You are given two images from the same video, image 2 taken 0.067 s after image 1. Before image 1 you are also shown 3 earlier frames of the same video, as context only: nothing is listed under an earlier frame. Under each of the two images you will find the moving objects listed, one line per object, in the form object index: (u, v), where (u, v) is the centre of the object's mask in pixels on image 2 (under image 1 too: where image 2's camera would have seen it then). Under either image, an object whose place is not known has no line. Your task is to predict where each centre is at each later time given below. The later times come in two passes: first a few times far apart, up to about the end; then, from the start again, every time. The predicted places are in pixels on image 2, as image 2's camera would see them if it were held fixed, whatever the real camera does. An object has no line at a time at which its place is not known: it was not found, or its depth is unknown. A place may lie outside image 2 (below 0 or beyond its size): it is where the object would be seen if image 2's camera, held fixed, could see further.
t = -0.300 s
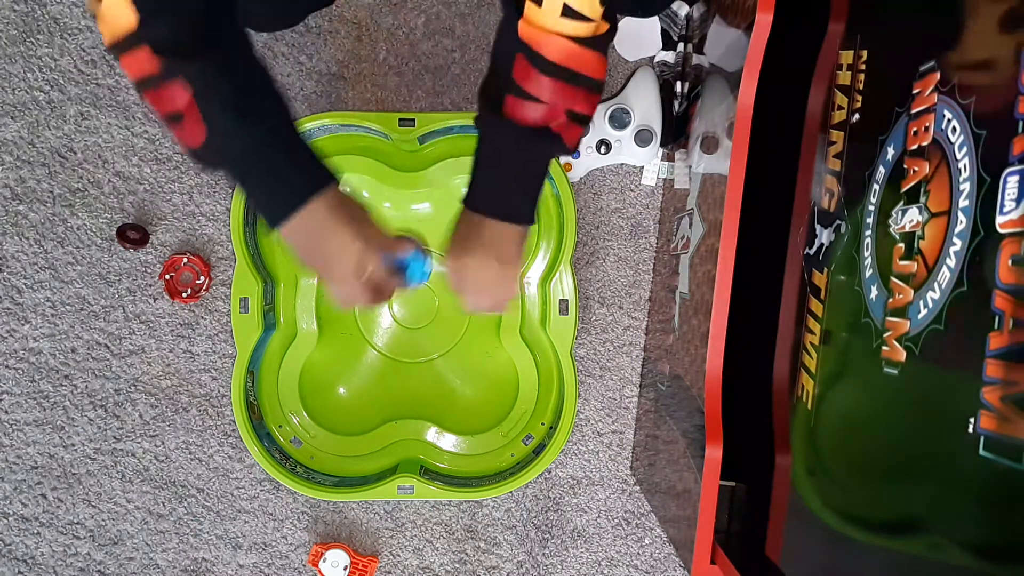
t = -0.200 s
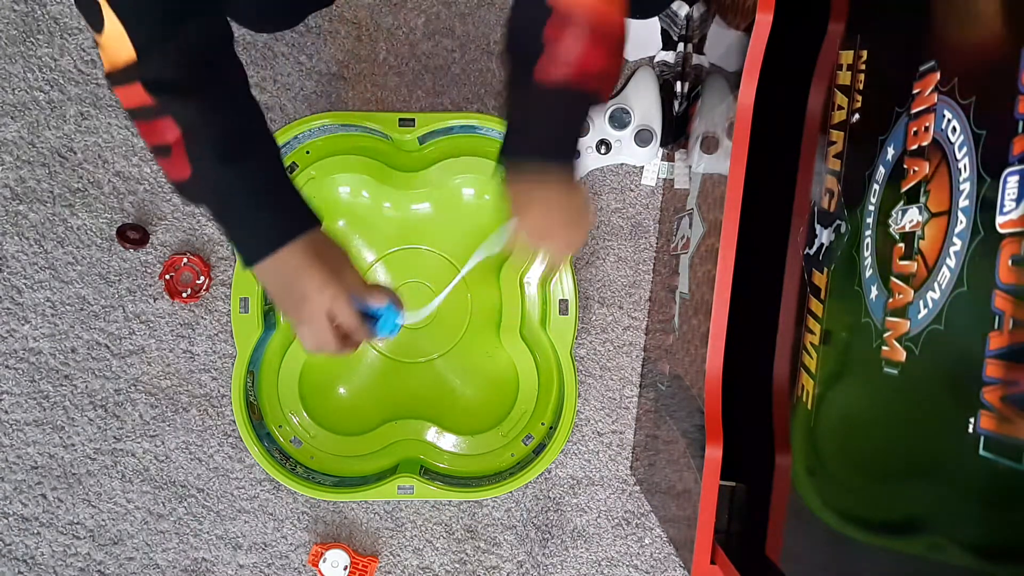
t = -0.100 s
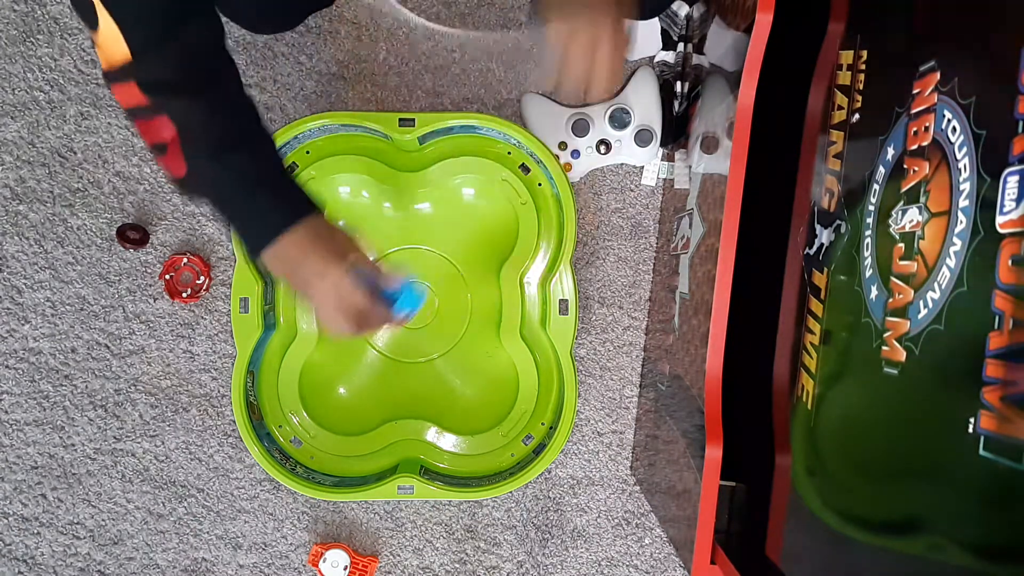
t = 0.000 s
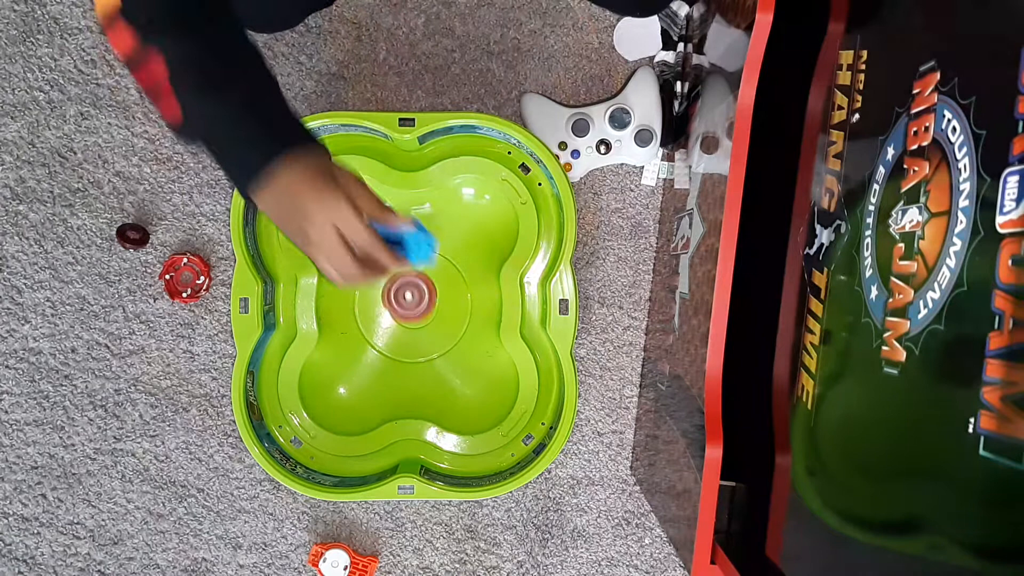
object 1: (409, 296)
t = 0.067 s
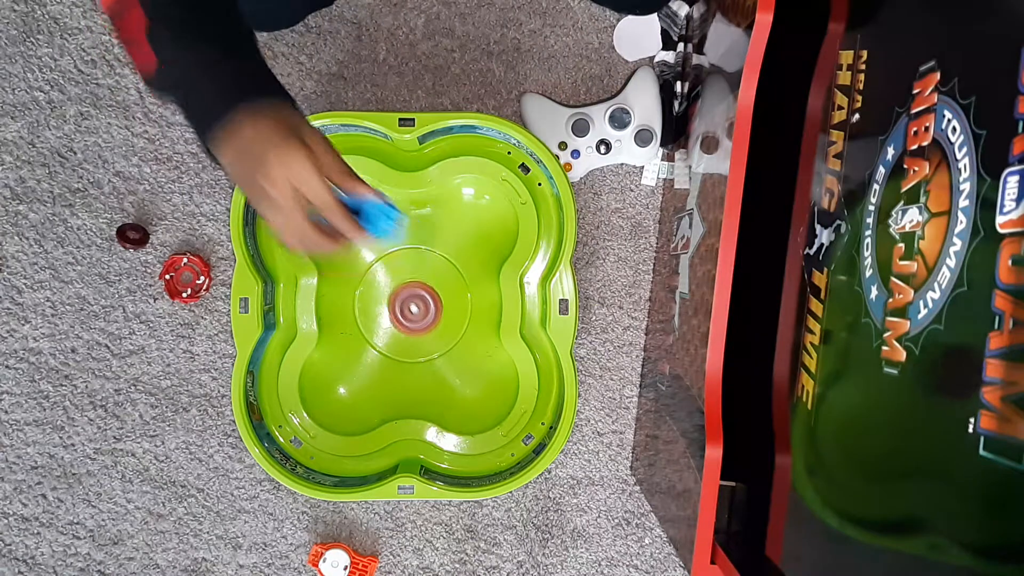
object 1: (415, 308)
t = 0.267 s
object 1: (435, 322)
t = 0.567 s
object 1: (418, 294)
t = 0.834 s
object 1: (396, 344)
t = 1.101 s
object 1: (437, 333)
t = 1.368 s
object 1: (388, 282)
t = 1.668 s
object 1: (389, 347)
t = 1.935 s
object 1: (443, 294)
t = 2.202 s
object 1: (406, 245)
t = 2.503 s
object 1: (378, 285)
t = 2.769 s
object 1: (447, 322)
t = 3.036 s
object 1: (435, 249)
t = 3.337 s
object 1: (384, 303)
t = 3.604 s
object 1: (430, 353)
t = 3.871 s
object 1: (440, 311)
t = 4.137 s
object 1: (383, 286)
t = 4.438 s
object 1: (395, 351)
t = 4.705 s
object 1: (440, 296)
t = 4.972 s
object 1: (400, 259)
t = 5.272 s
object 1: (393, 315)
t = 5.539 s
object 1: (448, 312)
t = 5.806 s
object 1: (424, 258)
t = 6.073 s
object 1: (383, 316)
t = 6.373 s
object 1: (437, 344)
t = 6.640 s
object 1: (429, 286)
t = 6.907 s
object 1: (377, 293)
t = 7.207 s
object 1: (418, 328)
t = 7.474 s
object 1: (435, 267)
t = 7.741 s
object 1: (392, 276)
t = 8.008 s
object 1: (413, 326)
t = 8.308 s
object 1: (439, 298)
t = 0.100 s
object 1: (420, 314)
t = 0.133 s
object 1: (424, 318)
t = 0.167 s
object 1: (426, 320)
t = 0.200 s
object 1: (429, 322)
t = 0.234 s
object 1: (433, 323)
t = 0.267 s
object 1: (435, 322)
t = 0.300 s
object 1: (438, 321)
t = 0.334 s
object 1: (438, 319)
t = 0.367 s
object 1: (438, 316)
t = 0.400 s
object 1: (438, 312)
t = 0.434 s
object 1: (437, 307)
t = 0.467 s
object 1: (434, 303)
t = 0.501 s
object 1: (430, 299)
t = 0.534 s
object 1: (424, 295)
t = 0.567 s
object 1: (418, 294)
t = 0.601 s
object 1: (410, 296)
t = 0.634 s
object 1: (403, 300)
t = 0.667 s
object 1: (397, 306)
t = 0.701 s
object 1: (393, 315)
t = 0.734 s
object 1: (392, 323)
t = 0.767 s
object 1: (392, 332)
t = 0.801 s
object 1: (394, 339)
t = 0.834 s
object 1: (396, 344)
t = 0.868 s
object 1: (401, 346)
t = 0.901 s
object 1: (407, 344)
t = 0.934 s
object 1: (414, 343)
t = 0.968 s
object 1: (422, 342)
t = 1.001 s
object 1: (430, 341)
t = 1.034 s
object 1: (435, 340)
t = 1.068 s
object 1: (437, 337)
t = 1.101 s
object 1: (437, 333)
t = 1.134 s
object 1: (435, 326)
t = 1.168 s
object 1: (433, 318)
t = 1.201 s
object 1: (429, 308)
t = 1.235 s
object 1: (424, 299)
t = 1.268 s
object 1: (417, 292)
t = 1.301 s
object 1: (409, 286)
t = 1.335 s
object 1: (398, 283)
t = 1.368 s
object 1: (388, 282)
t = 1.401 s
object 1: (381, 284)
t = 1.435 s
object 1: (376, 288)
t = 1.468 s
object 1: (372, 295)
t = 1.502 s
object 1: (371, 303)
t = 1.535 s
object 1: (372, 313)
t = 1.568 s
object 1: (375, 325)
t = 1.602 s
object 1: (379, 336)
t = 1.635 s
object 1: (383, 343)
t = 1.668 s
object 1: (389, 347)
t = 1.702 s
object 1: (395, 348)
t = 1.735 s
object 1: (403, 345)
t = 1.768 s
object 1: (411, 339)
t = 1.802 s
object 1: (422, 332)
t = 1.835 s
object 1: (431, 326)
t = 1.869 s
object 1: (438, 316)
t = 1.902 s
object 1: (442, 306)
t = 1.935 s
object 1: (443, 294)
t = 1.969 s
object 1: (442, 281)
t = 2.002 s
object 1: (440, 269)
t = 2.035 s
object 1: (436, 257)
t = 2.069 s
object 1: (431, 249)
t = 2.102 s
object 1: (426, 245)
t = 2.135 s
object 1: (420, 244)
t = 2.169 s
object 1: (413, 245)
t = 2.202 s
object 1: (406, 245)
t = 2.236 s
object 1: (397, 246)
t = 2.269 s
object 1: (388, 247)
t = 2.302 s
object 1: (378, 248)
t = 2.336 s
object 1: (370, 250)
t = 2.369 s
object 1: (366, 253)
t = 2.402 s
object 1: (365, 259)
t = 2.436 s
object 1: (367, 267)
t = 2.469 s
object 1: (371, 275)
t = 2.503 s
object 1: (378, 285)
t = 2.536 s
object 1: (385, 297)
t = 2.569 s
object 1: (392, 308)
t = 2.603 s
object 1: (400, 317)
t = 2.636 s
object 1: (411, 324)
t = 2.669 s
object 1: (421, 327)
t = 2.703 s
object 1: (431, 328)
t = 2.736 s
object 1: (440, 326)
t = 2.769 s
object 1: (447, 322)
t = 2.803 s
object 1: (451, 316)
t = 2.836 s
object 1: (454, 308)
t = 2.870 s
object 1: (454, 299)
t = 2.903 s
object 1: (452, 287)
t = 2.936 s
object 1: (449, 274)
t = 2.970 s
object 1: (445, 263)
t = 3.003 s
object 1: (441, 255)
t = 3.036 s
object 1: (435, 249)
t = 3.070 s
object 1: (429, 247)
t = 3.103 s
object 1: (424, 247)
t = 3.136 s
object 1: (419, 251)
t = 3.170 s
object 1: (413, 258)
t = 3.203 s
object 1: (406, 266)
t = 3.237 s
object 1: (397, 274)
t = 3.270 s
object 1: (390, 282)
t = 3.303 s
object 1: (385, 291)
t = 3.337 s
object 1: (384, 303)
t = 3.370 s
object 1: (385, 315)
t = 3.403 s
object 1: (388, 327)
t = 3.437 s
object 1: (392, 338)
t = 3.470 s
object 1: (397, 346)
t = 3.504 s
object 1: (403, 350)
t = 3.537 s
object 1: (410, 351)
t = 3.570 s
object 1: (420, 352)
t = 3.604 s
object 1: (430, 353)
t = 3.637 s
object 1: (441, 353)
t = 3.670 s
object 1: (449, 352)
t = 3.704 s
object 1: (453, 349)
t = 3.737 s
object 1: (455, 344)
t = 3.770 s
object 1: (454, 337)
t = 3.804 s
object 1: (450, 330)
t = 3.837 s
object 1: (445, 321)
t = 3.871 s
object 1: (440, 311)
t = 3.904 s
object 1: (435, 301)
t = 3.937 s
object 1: (428, 293)
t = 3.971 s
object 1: (421, 286)
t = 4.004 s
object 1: (414, 282)
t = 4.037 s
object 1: (407, 280)
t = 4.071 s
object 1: (399, 281)
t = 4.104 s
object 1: (390, 282)
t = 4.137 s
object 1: (383, 286)
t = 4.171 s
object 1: (378, 293)
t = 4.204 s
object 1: (375, 301)
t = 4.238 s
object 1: (373, 311)
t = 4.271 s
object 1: (374, 322)
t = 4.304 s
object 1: (376, 333)
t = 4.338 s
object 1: (379, 342)
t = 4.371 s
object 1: (383, 349)
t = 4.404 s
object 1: (388, 352)
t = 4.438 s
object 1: (395, 351)
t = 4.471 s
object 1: (402, 348)
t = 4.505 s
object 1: (410, 342)
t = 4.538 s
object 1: (420, 336)
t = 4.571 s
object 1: (428, 332)
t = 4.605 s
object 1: (435, 325)
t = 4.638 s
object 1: (438, 317)
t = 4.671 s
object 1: (440, 307)
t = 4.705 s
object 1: (440, 296)
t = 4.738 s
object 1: (438, 284)
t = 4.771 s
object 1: (435, 273)
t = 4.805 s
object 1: (432, 264)
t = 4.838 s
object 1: (427, 259)
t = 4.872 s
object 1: (422, 256)
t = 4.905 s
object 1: (416, 257)
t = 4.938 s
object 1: (408, 258)
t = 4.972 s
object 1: (400, 259)
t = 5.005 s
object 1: (390, 261)
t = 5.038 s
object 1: (381, 262)
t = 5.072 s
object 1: (376, 265)
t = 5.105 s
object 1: (374, 270)
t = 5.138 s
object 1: (374, 277)
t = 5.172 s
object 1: (377, 285)
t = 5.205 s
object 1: (382, 295)
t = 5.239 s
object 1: (387, 306)
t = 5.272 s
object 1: (393, 315)
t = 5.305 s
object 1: (400, 323)
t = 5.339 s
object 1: (408, 327)
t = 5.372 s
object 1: (417, 329)
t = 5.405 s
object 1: (425, 330)
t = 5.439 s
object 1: (433, 328)
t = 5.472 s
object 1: (440, 325)
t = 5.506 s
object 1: (445, 319)
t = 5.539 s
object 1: (448, 312)
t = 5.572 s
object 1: (450, 304)
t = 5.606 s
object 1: (450, 294)
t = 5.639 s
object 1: (448, 285)
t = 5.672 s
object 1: (445, 274)
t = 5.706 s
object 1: (442, 266)
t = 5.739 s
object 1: (437, 260)
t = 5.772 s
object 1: (431, 258)
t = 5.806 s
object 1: (424, 258)
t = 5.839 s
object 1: (418, 261)
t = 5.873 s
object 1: (410, 268)
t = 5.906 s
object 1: (400, 274)
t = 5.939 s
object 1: (392, 279)
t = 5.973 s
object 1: (386, 285)
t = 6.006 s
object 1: (383, 295)
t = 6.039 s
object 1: (382, 306)
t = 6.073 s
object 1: (383, 316)
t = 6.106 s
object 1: (386, 327)
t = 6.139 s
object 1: (389, 337)
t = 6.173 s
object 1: (393, 344)
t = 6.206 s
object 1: (399, 347)
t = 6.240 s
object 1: (405, 347)
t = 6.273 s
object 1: (413, 346)
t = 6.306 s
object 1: (421, 345)
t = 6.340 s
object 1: (430, 344)
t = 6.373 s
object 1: (437, 344)
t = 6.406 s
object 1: (442, 341)
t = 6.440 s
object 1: (444, 336)
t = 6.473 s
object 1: (445, 330)
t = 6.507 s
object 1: (444, 321)
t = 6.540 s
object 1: (442, 312)
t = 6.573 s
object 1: (439, 302)
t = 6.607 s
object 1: (435, 293)
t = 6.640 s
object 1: (429, 286)
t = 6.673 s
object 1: (423, 281)
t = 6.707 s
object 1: (414, 279)
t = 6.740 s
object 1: (405, 278)
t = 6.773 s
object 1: (396, 277)
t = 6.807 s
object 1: (388, 278)
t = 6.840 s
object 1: (383, 281)
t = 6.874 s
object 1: (379, 286)
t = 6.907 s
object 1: (377, 293)
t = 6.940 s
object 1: (377, 301)
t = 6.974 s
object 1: (378, 309)
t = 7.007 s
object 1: (381, 318)
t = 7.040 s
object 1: (384, 325)
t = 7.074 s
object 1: (389, 331)
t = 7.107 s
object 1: (395, 333)
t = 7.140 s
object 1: (401, 334)
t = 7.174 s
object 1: (409, 332)
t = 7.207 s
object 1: (418, 328)
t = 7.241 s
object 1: (426, 324)
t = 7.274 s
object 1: (433, 317)
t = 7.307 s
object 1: (437, 310)
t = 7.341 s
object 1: (440, 301)
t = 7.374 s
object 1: (440, 292)
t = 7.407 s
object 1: (439, 282)
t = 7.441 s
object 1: (437, 273)
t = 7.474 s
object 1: (435, 267)
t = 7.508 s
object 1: (432, 262)
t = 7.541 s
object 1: (428, 261)
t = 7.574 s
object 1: (422, 262)
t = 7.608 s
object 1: (416, 265)
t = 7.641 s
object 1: (409, 269)
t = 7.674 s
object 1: (402, 272)
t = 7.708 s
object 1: (395, 274)
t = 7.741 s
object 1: (392, 276)
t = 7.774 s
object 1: (390, 280)
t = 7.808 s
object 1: (390, 286)
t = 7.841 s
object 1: (391, 294)
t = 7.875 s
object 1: (392, 301)
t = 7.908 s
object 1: (395, 310)
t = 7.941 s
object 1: (400, 317)
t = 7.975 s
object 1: (406, 323)
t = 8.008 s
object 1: (413, 326)
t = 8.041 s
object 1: (420, 328)
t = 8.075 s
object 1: (426, 329)
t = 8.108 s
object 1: (432, 329)
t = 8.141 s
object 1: (436, 326)
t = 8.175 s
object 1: (439, 322)
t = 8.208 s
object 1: (441, 317)
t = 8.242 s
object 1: (441, 311)
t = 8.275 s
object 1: (441, 304)
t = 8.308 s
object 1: (439, 298)
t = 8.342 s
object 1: (436, 292)
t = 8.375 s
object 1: (431, 288)
